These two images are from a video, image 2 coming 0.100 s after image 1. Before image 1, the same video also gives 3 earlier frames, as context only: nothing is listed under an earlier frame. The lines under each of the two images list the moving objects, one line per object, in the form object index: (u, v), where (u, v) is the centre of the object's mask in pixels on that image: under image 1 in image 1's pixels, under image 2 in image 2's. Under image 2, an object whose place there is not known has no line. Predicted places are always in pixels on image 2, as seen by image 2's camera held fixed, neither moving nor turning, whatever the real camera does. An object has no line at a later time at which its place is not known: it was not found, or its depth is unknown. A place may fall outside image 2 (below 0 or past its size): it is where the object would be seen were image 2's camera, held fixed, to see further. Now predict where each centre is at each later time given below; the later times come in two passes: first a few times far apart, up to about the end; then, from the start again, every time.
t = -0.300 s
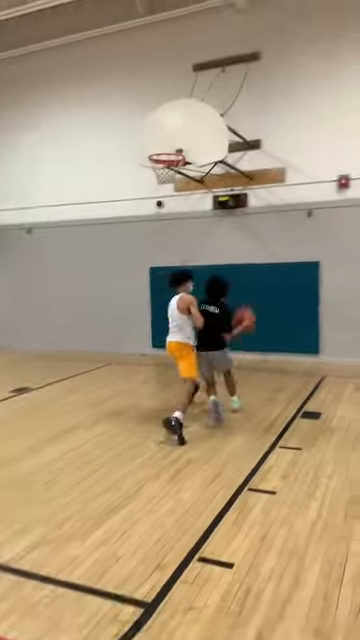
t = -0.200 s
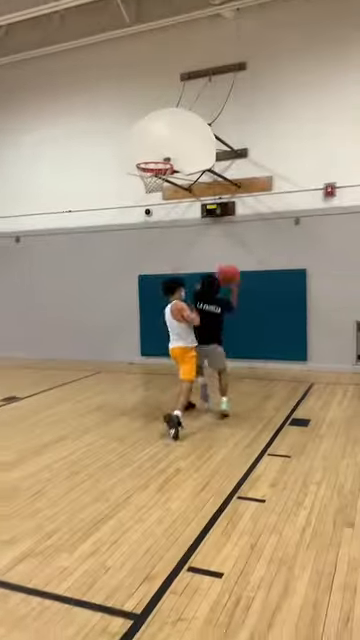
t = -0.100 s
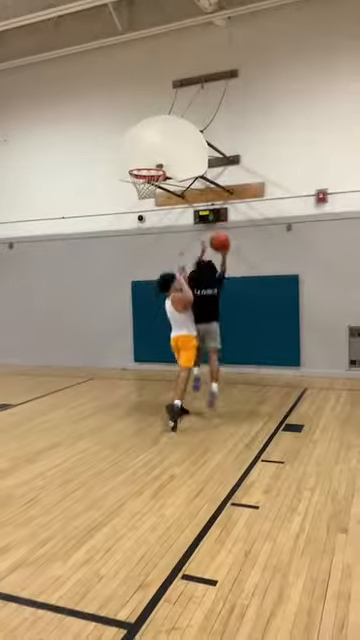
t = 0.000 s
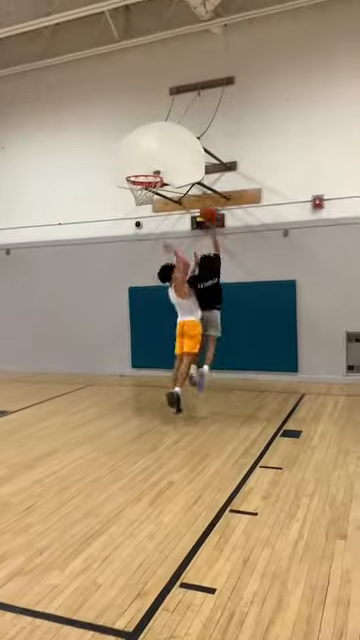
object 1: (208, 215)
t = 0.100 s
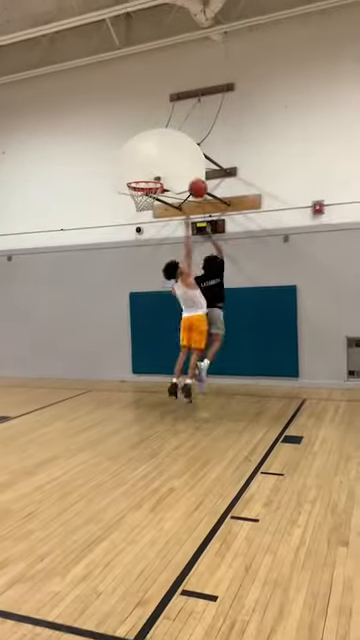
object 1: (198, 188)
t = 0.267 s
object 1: (181, 161)
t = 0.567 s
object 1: (148, 169)
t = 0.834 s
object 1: (140, 177)
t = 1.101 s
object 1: (140, 205)
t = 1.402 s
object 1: (154, 247)
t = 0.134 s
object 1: (194, 181)
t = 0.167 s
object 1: (191, 174)
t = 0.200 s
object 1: (187, 169)
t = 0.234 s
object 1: (184, 164)
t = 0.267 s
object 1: (181, 161)
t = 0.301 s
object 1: (178, 158)
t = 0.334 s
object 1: (174, 157)
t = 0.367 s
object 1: (170, 156)
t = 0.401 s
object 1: (166, 156)
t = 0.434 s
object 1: (163, 157)
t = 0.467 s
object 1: (159, 158)
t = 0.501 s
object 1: (155, 161)
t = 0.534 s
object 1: (151, 165)
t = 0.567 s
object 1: (148, 169)
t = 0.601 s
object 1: (145, 173)
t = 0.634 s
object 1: (144, 172)
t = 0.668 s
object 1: (143, 171)
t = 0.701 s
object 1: (142, 170)
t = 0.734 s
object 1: (141, 171)
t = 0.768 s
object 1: (141, 172)
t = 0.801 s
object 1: (140, 174)
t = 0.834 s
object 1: (140, 177)
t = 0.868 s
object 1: (139, 180)
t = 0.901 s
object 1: (138, 186)
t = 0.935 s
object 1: (138, 191)
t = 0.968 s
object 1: (138, 197)
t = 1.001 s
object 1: (138, 201)
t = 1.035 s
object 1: (138, 201)
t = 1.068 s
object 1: (138, 202)
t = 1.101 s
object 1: (140, 205)
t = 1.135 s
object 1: (141, 206)
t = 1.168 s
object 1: (142, 208)
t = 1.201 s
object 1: (144, 211)
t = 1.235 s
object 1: (146, 215)
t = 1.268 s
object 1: (148, 220)
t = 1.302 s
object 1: (150, 225)
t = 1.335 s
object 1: (151, 232)
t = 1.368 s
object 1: (152, 239)
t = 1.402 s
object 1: (154, 247)
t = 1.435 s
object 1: (156, 256)
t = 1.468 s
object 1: (158, 265)
